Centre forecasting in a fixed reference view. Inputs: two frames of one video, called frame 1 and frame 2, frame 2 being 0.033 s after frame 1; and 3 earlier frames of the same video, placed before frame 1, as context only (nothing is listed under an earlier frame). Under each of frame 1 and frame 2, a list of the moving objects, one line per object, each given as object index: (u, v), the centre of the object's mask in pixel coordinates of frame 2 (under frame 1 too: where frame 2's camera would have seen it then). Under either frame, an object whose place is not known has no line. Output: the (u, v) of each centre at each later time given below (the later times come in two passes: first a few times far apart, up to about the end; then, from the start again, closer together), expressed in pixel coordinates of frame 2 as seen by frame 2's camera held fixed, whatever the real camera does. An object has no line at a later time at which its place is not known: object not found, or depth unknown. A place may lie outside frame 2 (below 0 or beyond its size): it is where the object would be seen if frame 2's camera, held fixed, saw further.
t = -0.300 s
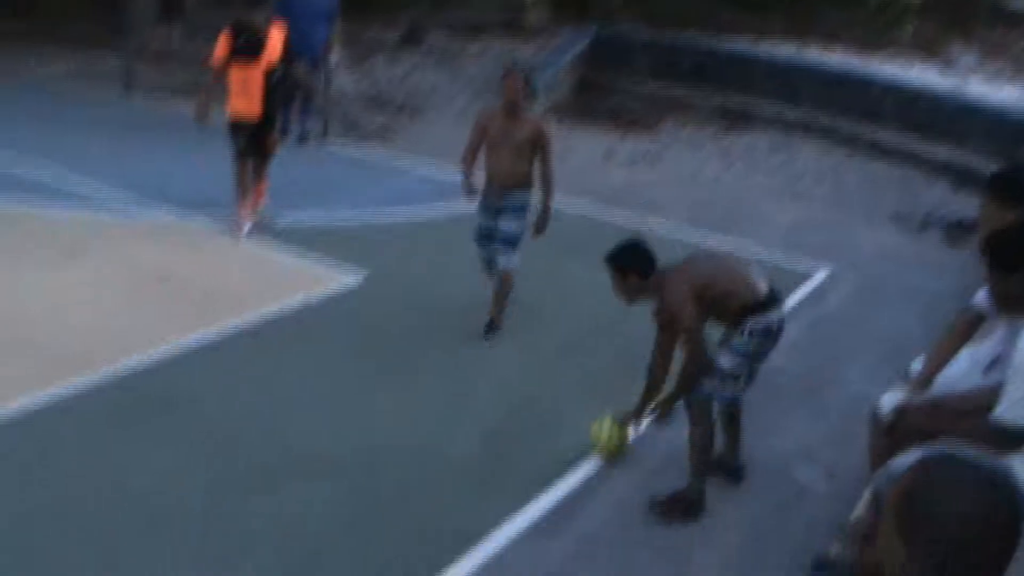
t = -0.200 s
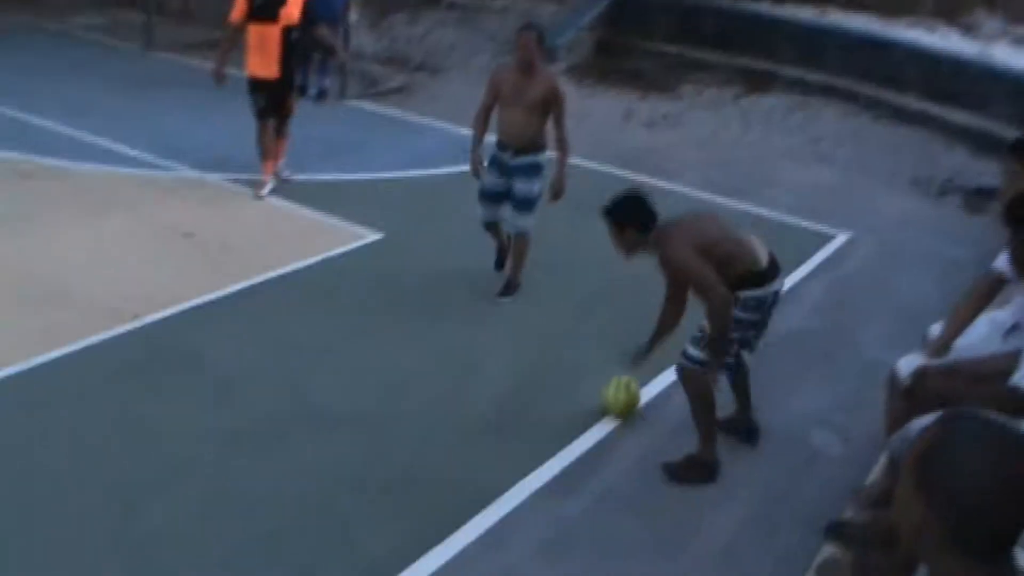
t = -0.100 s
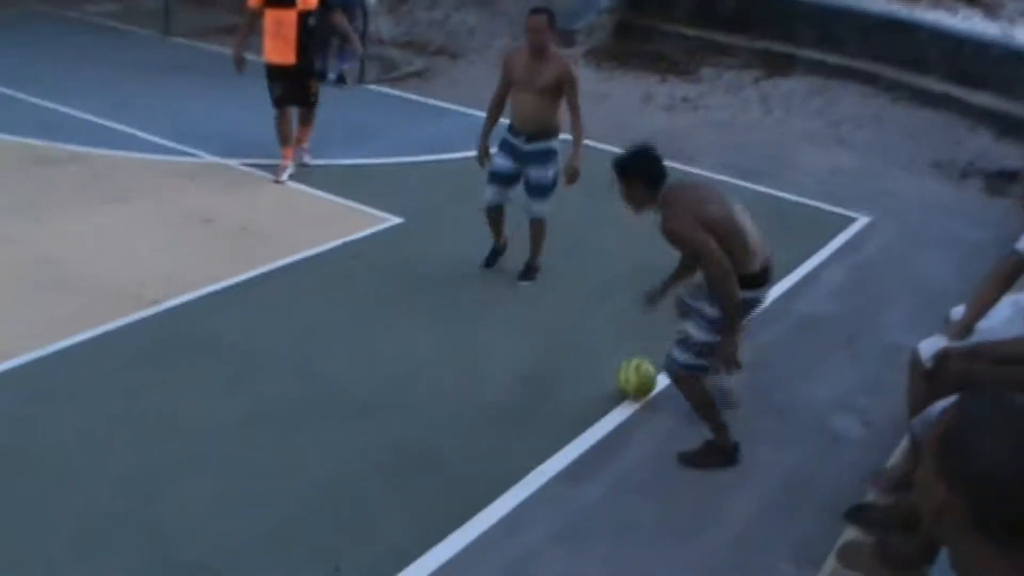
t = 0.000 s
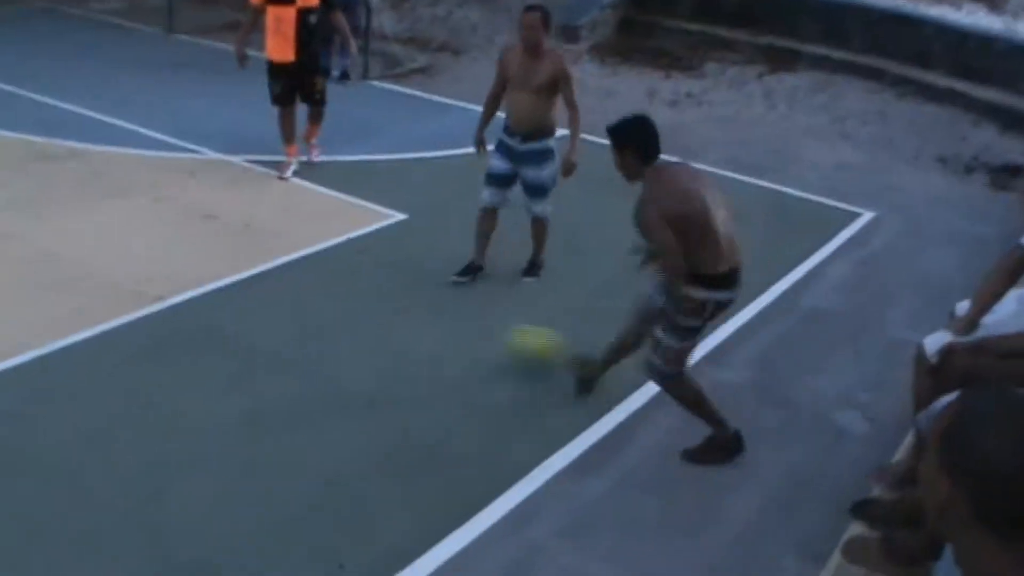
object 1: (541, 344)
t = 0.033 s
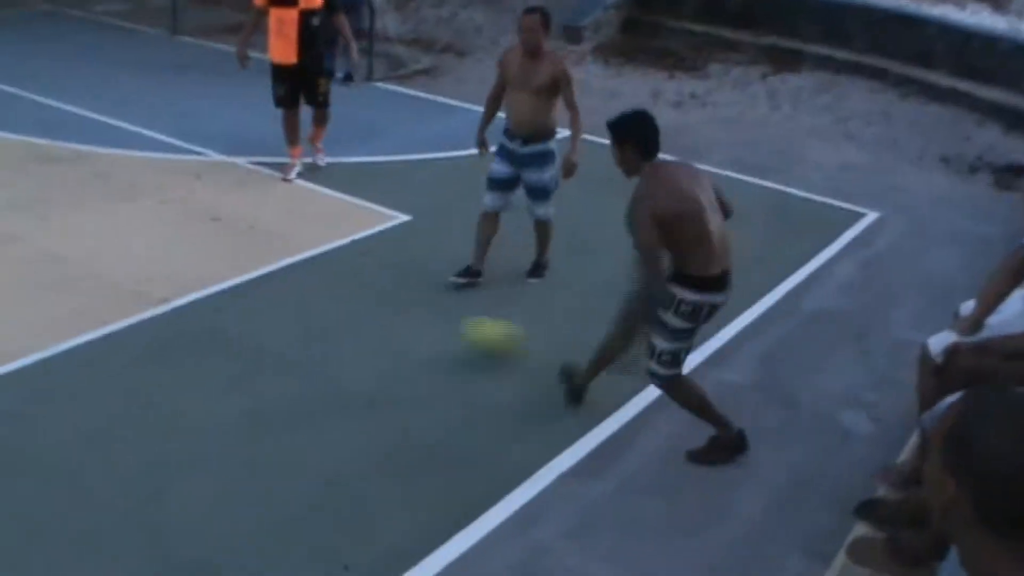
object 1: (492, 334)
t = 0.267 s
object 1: (197, 290)
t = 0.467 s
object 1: (19, 255)
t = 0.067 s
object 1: (444, 328)
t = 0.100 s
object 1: (399, 322)
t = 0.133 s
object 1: (353, 318)
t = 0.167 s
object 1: (314, 308)
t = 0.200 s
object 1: (275, 300)
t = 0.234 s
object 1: (236, 295)
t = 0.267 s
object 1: (197, 290)
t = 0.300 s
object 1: (165, 283)
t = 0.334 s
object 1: (131, 277)
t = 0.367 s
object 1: (102, 272)
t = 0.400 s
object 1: (76, 267)
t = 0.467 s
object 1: (19, 255)
